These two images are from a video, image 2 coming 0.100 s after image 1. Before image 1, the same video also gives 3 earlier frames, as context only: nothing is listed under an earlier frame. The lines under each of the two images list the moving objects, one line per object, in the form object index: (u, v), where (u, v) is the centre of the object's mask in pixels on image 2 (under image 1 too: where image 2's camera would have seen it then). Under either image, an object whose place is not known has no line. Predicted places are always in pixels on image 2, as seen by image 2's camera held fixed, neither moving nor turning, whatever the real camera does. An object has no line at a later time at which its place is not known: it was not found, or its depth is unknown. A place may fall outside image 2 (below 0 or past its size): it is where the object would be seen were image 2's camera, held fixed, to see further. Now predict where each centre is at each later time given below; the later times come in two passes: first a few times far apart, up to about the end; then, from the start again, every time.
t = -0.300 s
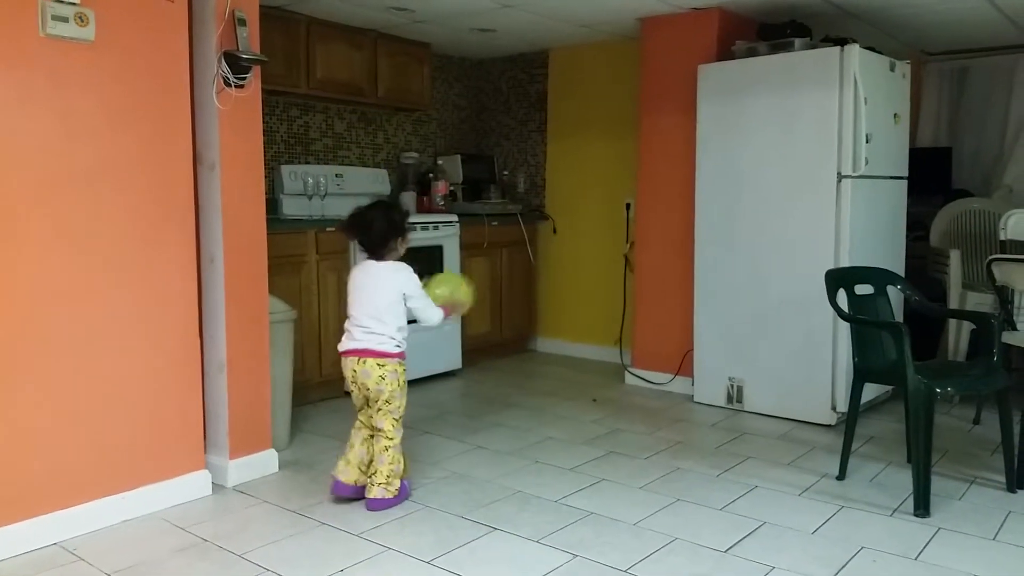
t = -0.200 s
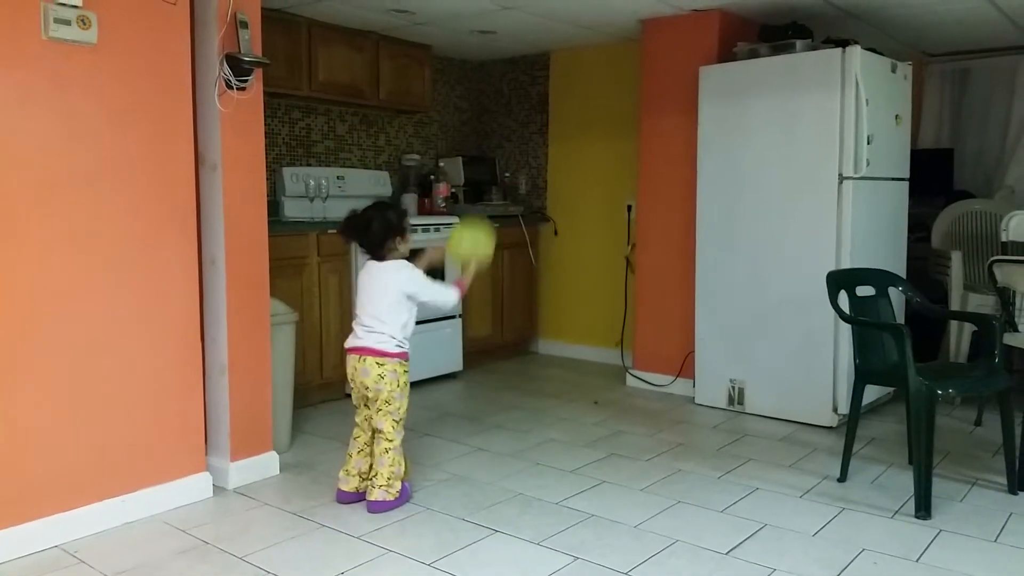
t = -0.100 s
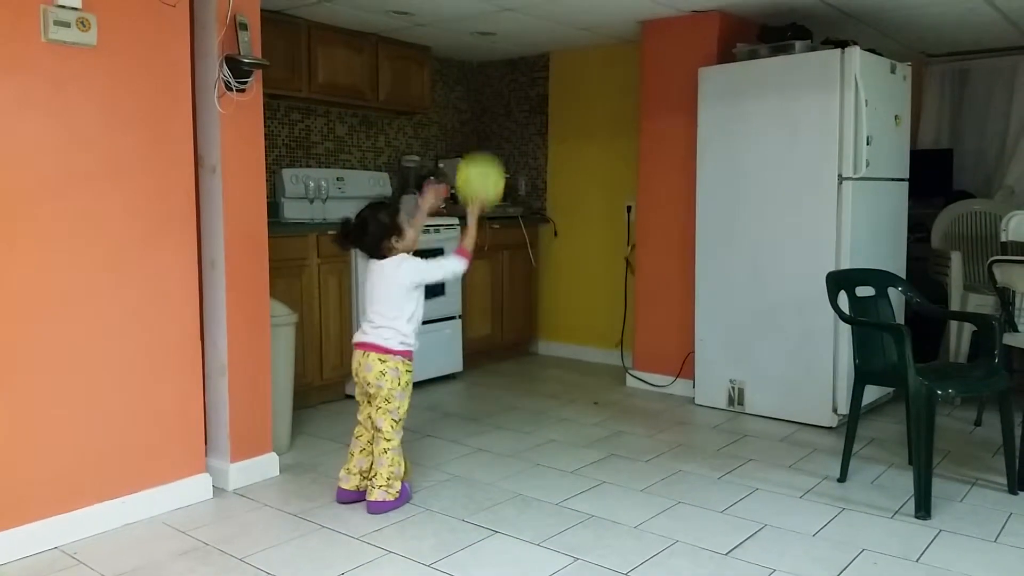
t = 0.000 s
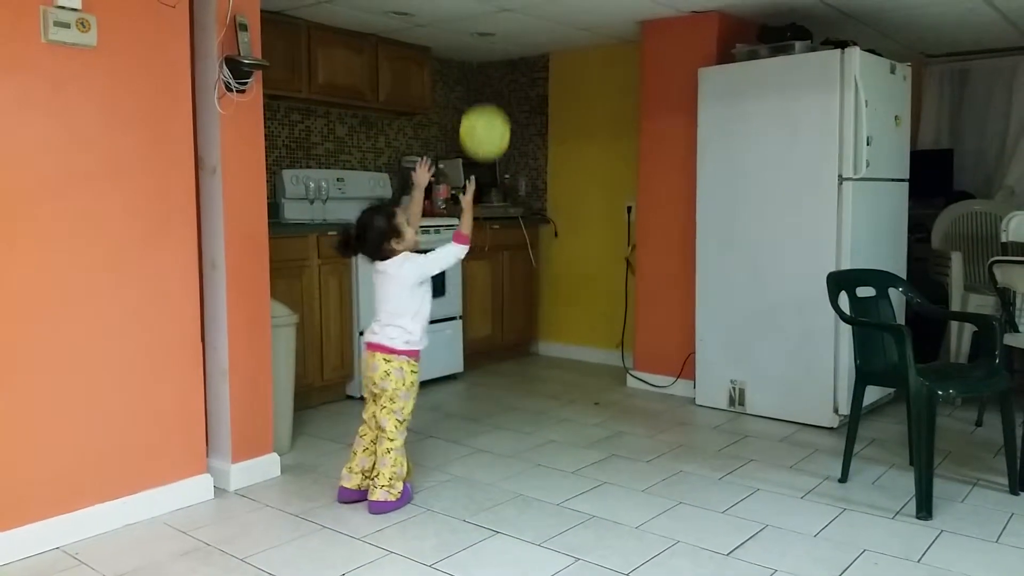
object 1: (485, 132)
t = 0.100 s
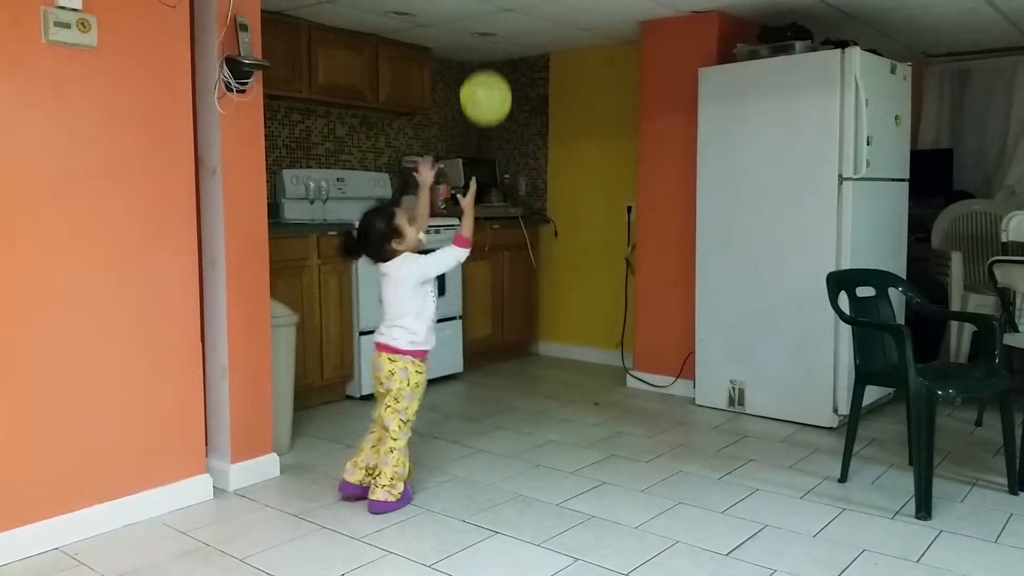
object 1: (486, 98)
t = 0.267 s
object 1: (484, 68)
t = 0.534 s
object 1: (485, 68)
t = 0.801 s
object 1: (494, 105)
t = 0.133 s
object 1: (486, 89)
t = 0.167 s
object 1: (484, 83)
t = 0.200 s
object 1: (484, 77)
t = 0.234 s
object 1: (484, 71)
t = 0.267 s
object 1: (484, 68)
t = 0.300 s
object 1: (483, 65)
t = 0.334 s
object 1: (483, 64)
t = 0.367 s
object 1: (483, 63)
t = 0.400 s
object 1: (483, 63)
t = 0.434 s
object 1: (484, 63)
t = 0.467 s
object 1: (484, 64)
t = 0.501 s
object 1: (484, 66)
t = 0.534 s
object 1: (485, 68)
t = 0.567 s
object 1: (486, 71)
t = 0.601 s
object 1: (487, 74)
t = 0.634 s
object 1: (489, 78)
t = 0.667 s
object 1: (490, 82)
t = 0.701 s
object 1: (491, 87)
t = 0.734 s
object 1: (492, 93)
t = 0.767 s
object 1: (493, 99)
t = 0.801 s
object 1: (494, 105)
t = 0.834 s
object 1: (495, 112)
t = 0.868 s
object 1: (496, 120)
